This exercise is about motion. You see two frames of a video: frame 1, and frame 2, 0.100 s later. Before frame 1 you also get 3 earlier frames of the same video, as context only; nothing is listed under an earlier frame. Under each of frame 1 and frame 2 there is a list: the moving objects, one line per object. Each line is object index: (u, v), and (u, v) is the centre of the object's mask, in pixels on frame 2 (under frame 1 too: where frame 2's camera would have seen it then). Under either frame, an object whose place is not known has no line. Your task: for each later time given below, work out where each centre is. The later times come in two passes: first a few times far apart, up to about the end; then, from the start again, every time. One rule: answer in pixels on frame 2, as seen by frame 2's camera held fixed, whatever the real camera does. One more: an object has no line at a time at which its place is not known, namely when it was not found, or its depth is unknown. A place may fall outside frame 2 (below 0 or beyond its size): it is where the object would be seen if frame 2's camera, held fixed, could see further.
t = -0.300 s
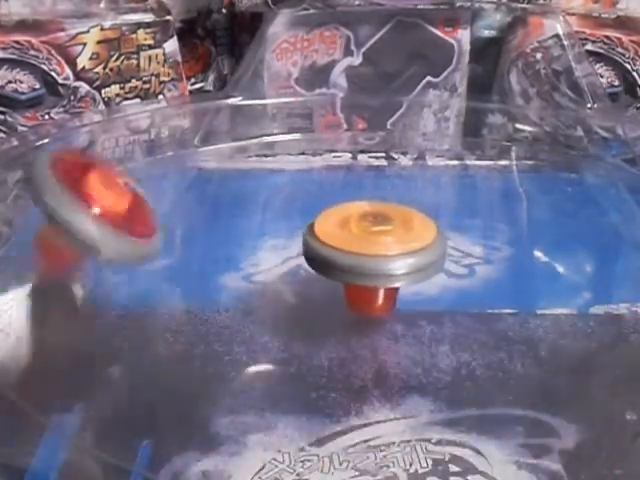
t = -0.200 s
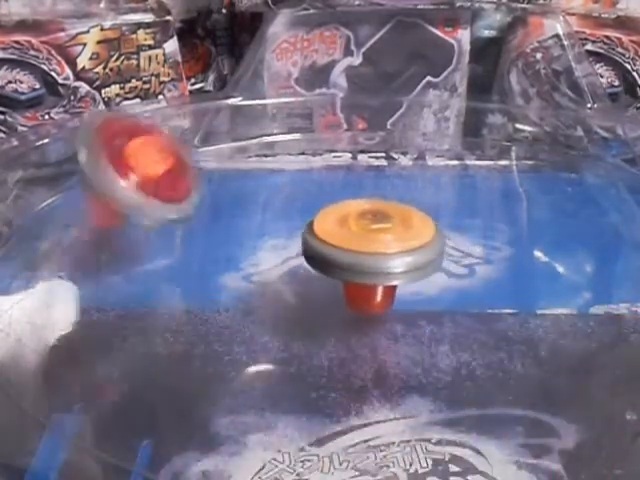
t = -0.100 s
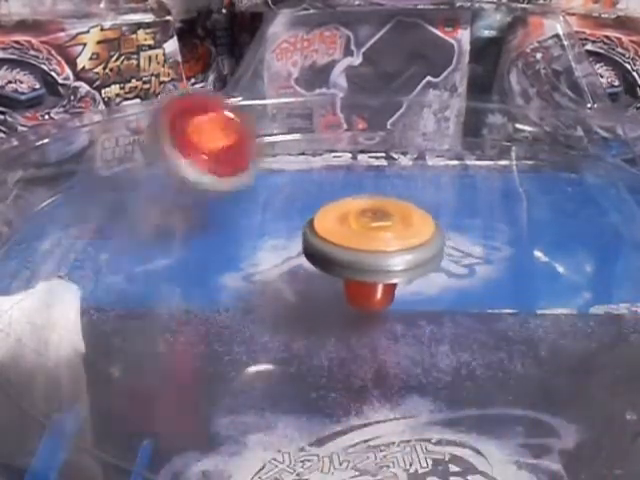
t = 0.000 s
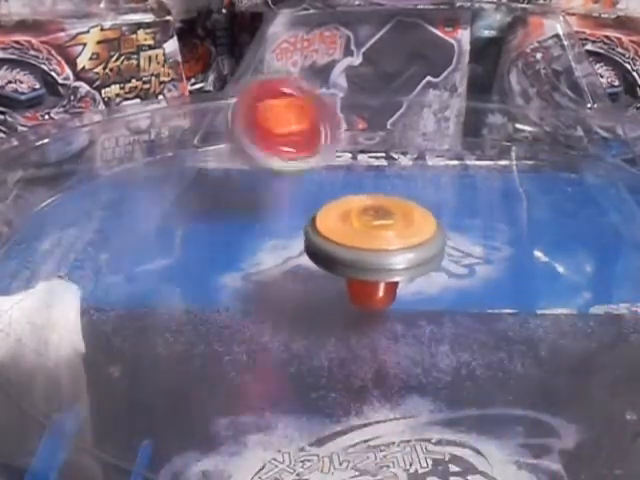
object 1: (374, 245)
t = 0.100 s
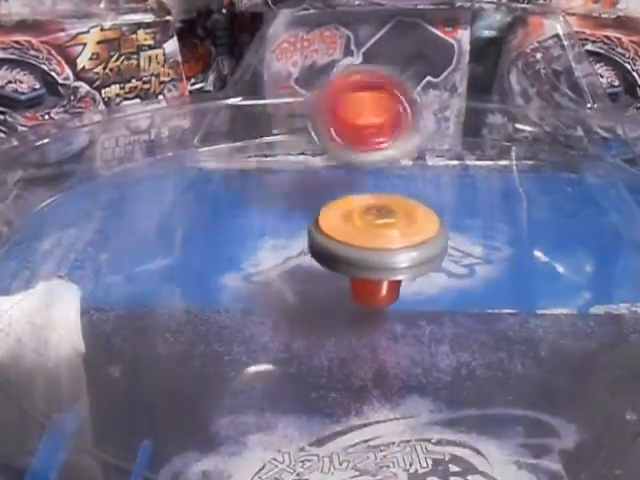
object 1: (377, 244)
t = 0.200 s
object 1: (381, 242)
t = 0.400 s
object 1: (391, 243)
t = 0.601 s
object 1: (400, 246)
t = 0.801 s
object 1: (407, 250)
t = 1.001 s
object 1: (408, 253)
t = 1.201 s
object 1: (400, 255)
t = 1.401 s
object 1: (387, 255)
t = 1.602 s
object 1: (374, 253)
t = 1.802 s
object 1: (368, 250)
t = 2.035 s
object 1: (372, 246)
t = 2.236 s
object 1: (383, 243)
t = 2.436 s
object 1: (394, 242)
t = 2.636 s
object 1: (403, 243)
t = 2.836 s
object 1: (406, 248)
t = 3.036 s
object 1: (405, 253)
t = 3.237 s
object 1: (399, 256)
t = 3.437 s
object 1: (388, 256)
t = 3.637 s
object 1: (377, 254)
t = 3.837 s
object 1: (371, 250)
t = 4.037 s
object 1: (371, 246)
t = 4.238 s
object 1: (379, 244)
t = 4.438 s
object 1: (390, 243)
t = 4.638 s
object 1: (400, 243)
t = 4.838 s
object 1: (404, 246)
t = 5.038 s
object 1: (405, 251)
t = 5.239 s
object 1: (400, 255)
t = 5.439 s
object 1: (391, 255)
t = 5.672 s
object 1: (380, 254)
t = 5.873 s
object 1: (374, 251)
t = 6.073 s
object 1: (374, 247)
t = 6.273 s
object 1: (379, 244)
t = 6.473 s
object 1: (387, 243)
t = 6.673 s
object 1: (397, 245)
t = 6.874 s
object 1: (403, 246)
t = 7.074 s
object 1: (406, 251)
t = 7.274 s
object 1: (399, 254)
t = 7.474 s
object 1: (387, 254)
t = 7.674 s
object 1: (376, 253)
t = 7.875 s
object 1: (372, 251)
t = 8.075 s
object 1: (375, 248)
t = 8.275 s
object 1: (384, 238)
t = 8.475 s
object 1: (392, 243)
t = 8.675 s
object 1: (398, 244)
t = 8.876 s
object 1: (400, 247)
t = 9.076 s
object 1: (400, 251)
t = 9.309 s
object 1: (395, 255)
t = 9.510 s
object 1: (388, 254)
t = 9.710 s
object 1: (383, 253)
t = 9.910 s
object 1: (379, 250)
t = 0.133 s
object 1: (378, 243)
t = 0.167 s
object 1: (380, 243)
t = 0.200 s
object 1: (381, 242)
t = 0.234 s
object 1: (383, 242)
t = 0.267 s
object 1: (385, 242)
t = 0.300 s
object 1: (386, 242)
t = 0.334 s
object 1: (387, 242)
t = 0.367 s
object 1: (389, 243)
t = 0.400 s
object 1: (391, 243)
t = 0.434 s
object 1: (392, 243)
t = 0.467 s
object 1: (394, 244)
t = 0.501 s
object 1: (396, 244)
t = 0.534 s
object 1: (397, 245)
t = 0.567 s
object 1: (399, 245)
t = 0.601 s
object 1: (400, 246)
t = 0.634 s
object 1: (402, 246)
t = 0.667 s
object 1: (403, 247)
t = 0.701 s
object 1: (404, 248)
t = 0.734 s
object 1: (405, 248)
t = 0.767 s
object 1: (406, 249)
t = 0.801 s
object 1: (407, 250)
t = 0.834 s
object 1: (408, 251)
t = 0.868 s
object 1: (408, 251)
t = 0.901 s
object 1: (409, 252)
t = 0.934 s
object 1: (408, 252)
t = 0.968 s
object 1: (408, 252)
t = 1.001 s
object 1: (408, 253)
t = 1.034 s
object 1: (407, 254)
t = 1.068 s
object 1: (406, 254)
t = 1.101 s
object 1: (405, 254)
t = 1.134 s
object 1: (403, 255)
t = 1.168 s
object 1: (402, 255)
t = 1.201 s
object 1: (400, 255)
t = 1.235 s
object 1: (398, 255)
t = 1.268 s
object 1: (396, 255)
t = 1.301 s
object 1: (394, 255)
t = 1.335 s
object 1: (392, 255)
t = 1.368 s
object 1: (389, 255)
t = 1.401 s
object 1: (387, 255)
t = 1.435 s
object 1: (384, 255)
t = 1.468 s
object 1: (382, 254)
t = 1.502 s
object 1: (380, 254)
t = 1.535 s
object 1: (377, 254)
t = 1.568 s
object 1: (375, 253)
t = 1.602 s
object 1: (374, 253)
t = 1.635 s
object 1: (372, 253)
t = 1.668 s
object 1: (371, 252)
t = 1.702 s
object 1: (370, 251)
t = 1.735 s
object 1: (369, 251)
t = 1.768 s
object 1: (368, 251)
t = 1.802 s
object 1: (368, 250)
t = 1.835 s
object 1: (368, 249)
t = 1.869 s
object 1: (368, 249)
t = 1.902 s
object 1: (368, 248)
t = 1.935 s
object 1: (369, 247)
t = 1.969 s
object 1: (370, 247)
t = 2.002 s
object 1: (371, 246)
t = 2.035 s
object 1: (372, 246)
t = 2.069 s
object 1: (374, 245)
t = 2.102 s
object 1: (375, 245)
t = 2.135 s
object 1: (377, 244)
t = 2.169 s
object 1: (379, 244)
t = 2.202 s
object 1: (381, 244)
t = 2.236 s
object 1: (383, 243)
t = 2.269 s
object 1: (386, 243)
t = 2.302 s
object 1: (387, 242)
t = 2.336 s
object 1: (389, 242)
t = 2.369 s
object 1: (391, 242)
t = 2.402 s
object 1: (393, 242)
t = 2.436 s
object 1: (394, 242)
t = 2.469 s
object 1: (396, 242)
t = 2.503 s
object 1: (398, 242)
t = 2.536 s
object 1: (399, 242)
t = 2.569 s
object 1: (401, 242)
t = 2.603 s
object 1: (402, 243)
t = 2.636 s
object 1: (403, 243)
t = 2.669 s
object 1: (404, 244)
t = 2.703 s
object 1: (404, 245)
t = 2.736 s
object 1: (405, 246)
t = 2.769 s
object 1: (405, 246)
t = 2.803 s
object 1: (405, 247)
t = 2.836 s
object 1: (406, 248)
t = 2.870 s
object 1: (406, 249)
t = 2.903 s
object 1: (407, 250)
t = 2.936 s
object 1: (406, 251)
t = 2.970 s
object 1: (406, 252)
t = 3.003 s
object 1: (406, 252)
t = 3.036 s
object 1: (405, 253)
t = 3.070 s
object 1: (404, 254)
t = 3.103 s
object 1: (403, 254)
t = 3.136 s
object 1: (403, 255)
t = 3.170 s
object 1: (401, 255)
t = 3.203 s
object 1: (400, 256)
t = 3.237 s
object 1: (399, 256)
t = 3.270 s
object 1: (397, 256)
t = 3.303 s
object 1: (395, 256)
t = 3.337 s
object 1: (394, 257)
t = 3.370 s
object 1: (391, 256)
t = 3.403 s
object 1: (390, 257)
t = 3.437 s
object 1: (388, 256)
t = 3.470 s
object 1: (386, 256)
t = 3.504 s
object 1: (384, 256)
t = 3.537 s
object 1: (382, 255)
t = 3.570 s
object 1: (380, 255)
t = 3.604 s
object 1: (379, 255)
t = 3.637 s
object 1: (377, 254)
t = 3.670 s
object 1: (376, 254)
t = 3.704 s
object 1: (374, 253)
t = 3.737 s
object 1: (373, 252)
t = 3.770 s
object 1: (372, 252)
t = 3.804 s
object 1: (371, 251)
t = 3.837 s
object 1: (371, 250)
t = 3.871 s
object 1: (370, 250)
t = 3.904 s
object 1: (370, 249)
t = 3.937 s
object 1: (370, 248)
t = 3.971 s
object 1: (370, 248)
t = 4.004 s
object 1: (371, 247)
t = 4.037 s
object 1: (371, 246)
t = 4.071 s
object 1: (373, 244)
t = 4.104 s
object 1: (374, 243)
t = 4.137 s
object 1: (375, 243)
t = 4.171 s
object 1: (376, 245)
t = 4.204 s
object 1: (378, 244)
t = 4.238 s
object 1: (379, 244)
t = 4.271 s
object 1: (382, 244)
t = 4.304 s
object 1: (384, 243)
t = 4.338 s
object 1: (385, 243)
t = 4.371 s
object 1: (387, 243)
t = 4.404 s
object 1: (389, 243)
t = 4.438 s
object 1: (390, 243)
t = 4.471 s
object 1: (392, 243)
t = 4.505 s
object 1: (394, 243)
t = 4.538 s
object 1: (395, 243)
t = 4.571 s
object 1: (397, 243)
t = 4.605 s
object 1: (399, 243)
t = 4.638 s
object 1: (400, 243)
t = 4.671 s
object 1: (401, 244)
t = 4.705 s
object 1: (402, 244)
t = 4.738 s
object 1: (403, 245)
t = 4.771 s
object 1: (404, 245)
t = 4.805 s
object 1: (404, 246)
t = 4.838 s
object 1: (404, 246)
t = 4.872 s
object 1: (404, 247)
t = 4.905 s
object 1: (404, 248)
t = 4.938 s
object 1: (405, 249)
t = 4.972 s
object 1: (405, 250)
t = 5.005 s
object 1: (405, 251)
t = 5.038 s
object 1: (405, 251)
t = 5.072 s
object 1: (405, 252)
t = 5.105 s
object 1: (404, 253)
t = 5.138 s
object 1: (403, 253)
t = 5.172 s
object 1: (402, 254)
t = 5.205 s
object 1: (401, 254)
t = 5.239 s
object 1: (400, 255)
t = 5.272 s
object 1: (399, 255)
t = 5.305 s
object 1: (398, 255)
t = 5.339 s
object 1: (397, 255)
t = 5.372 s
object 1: (395, 255)
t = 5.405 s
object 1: (394, 255)
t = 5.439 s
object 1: (391, 255)
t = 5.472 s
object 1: (389, 255)
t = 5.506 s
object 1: (388, 253)
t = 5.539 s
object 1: (386, 248)
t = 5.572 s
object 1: (384, 248)
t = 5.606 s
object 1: (383, 251)
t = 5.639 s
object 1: (381, 254)
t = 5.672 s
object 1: (380, 254)
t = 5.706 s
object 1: (378, 254)
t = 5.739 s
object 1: (378, 254)
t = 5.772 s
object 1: (376, 253)
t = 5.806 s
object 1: (376, 253)
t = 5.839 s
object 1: (375, 252)
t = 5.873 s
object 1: (374, 251)
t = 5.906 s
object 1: (374, 251)
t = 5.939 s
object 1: (374, 250)
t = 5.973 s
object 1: (373, 249)
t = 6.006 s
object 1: (374, 249)
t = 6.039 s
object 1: (374, 248)
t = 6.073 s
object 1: (374, 247)
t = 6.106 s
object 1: (375, 247)
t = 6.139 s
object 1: (376, 246)
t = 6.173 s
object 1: (377, 246)
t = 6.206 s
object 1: (377, 245)
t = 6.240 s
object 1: (378, 245)
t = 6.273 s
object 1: (379, 244)
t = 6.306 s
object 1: (380, 243)
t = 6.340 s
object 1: (382, 243)
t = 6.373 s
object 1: (383, 243)
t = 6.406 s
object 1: (384, 243)
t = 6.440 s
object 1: (386, 243)
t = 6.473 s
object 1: (387, 243)
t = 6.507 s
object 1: (388, 243)
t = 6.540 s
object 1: (390, 243)
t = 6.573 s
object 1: (391, 243)
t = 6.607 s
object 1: (393, 244)
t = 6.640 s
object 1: (396, 245)
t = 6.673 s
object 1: (397, 245)
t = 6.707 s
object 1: (398, 245)
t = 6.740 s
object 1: (399, 246)
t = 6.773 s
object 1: (401, 246)
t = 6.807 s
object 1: (402, 247)
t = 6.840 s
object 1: (403, 248)
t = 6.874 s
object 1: (403, 246)
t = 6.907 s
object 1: (405, 243)
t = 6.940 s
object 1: (406, 243)
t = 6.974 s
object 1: (406, 246)
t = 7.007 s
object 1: (406, 251)
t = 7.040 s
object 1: (406, 251)
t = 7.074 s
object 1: (406, 251)
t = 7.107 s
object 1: (405, 252)
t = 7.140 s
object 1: (405, 252)
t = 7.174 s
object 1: (404, 253)
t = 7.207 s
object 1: (402, 253)
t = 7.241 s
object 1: (400, 253)
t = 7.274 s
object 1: (399, 254)
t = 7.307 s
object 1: (396, 254)
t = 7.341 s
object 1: (394, 254)
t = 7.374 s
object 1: (393, 254)
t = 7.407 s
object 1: (391, 254)
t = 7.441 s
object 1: (389, 254)
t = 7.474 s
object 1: (387, 254)
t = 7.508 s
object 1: (385, 255)
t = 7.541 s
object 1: (383, 254)
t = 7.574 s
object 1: (381, 254)
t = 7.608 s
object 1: (380, 254)
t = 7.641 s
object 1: (378, 253)
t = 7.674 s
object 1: (376, 253)
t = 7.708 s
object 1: (375, 253)
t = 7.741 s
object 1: (374, 252)
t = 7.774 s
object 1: (373, 252)
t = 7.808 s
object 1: (372, 251)
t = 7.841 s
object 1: (372, 251)
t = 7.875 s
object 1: (372, 251)
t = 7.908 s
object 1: (372, 250)
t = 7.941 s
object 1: (373, 250)
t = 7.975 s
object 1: (373, 249)
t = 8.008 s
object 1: (373, 249)
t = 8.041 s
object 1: (374, 249)
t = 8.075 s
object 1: (375, 248)
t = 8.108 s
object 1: (376, 248)
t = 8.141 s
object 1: (378, 247)
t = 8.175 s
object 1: (379, 246)
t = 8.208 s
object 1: (380, 245)
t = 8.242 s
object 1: (382, 239)
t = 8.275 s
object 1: (384, 238)
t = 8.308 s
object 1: (387, 240)
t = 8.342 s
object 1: (387, 244)
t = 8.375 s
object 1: (388, 244)
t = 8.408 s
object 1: (390, 244)
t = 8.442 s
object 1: (391, 244)
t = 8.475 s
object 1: (392, 243)
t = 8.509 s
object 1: (393, 244)
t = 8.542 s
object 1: (395, 244)
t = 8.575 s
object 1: (396, 243)
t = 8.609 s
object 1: (397, 244)
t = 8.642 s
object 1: (397, 244)
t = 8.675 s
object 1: (398, 244)
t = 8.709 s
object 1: (398, 245)
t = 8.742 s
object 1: (399, 245)
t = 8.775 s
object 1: (399, 246)
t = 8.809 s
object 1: (399, 246)
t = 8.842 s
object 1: (400, 247)
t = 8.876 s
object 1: (400, 247)
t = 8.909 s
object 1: (400, 248)
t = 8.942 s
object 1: (401, 249)
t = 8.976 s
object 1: (400, 249)
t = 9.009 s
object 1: (400, 250)
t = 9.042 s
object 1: (400, 250)
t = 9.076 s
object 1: (400, 251)
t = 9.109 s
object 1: (399, 252)
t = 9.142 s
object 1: (399, 252)
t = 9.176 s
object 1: (398, 253)
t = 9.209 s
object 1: (397, 254)
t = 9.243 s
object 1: (396, 254)
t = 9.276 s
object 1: (395, 254)
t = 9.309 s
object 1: (395, 255)
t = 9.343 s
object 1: (394, 255)
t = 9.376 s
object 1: (393, 255)
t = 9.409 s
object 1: (391, 255)
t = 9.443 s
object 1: (390, 255)
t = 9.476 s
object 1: (389, 255)
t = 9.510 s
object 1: (388, 254)
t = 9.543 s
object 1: (387, 255)
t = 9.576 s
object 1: (385, 253)
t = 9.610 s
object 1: (385, 247)
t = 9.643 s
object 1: (384, 247)
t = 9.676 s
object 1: (383, 253)
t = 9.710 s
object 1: (383, 253)
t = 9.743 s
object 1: (382, 253)
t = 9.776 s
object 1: (381, 252)
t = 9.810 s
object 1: (380, 252)
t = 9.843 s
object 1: (379, 251)
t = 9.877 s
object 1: (379, 250)
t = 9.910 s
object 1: (379, 250)
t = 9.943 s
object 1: (379, 249)
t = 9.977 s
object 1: (379, 249)
